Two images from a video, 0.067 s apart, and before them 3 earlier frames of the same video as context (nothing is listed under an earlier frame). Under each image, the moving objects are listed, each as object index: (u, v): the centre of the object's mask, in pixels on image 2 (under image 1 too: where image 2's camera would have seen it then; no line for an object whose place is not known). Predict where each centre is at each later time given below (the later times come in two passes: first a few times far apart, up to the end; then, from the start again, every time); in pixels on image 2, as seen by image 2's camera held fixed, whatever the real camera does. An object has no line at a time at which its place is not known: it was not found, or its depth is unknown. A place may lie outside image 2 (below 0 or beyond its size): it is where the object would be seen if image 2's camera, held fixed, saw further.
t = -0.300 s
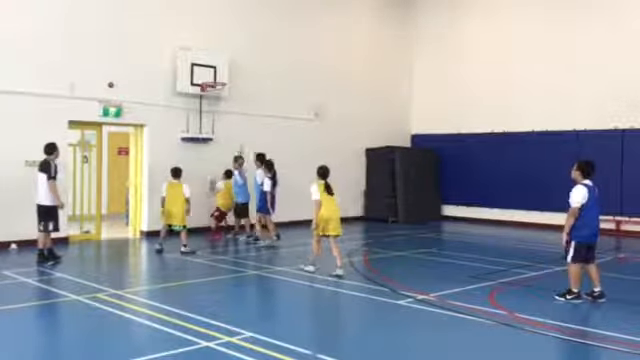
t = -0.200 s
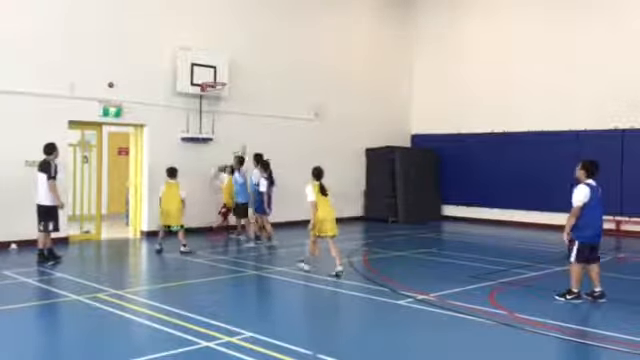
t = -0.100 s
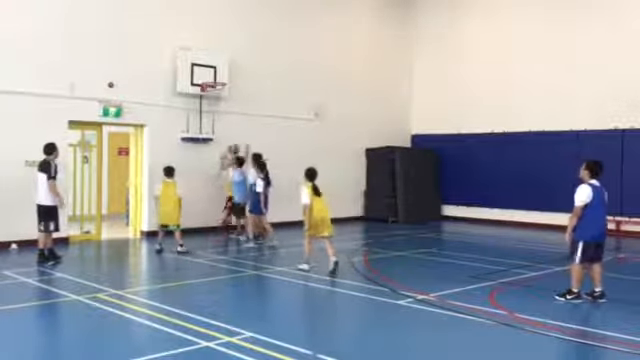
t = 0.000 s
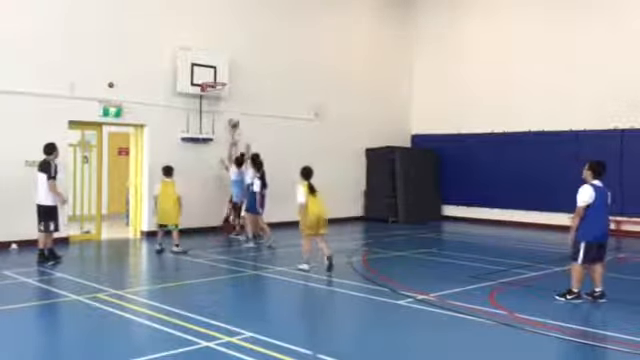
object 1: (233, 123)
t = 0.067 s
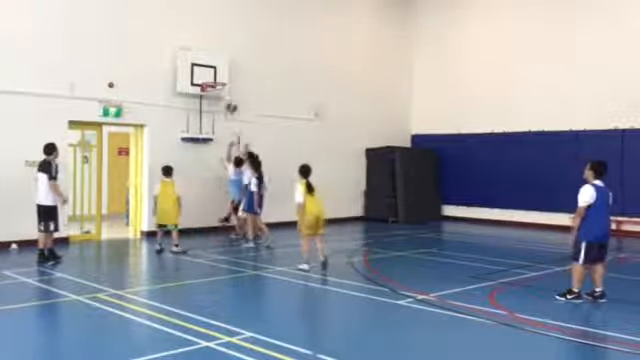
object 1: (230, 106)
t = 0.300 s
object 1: (223, 62)
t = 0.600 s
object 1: (215, 51)
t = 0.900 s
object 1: (210, 78)
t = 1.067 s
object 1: (219, 88)
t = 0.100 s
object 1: (230, 100)
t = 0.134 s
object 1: (228, 92)
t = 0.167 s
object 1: (228, 85)
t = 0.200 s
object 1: (226, 79)
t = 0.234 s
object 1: (225, 72)
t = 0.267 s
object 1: (223, 69)
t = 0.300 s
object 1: (223, 62)
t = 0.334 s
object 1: (221, 59)
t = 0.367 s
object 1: (220, 56)
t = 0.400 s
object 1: (220, 55)
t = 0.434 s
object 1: (219, 54)
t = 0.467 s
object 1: (218, 52)
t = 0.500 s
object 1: (217, 51)
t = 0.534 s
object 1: (216, 51)
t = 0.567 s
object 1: (215, 51)
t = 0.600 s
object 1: (215, 51)
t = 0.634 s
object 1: (214, 53)
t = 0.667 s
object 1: (214, 54)
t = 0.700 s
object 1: (213, 56)
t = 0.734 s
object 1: (213, 58)
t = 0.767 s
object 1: (211, 62)
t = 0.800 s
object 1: (210, 64)
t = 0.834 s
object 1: (210, 71)
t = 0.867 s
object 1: (209, 76)
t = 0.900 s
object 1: (210, 78)
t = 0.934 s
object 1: (210, 80)
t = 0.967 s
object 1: (212, 83)
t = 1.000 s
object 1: (220, 86)
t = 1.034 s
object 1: (219, 87)
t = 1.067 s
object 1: (219, 88)
